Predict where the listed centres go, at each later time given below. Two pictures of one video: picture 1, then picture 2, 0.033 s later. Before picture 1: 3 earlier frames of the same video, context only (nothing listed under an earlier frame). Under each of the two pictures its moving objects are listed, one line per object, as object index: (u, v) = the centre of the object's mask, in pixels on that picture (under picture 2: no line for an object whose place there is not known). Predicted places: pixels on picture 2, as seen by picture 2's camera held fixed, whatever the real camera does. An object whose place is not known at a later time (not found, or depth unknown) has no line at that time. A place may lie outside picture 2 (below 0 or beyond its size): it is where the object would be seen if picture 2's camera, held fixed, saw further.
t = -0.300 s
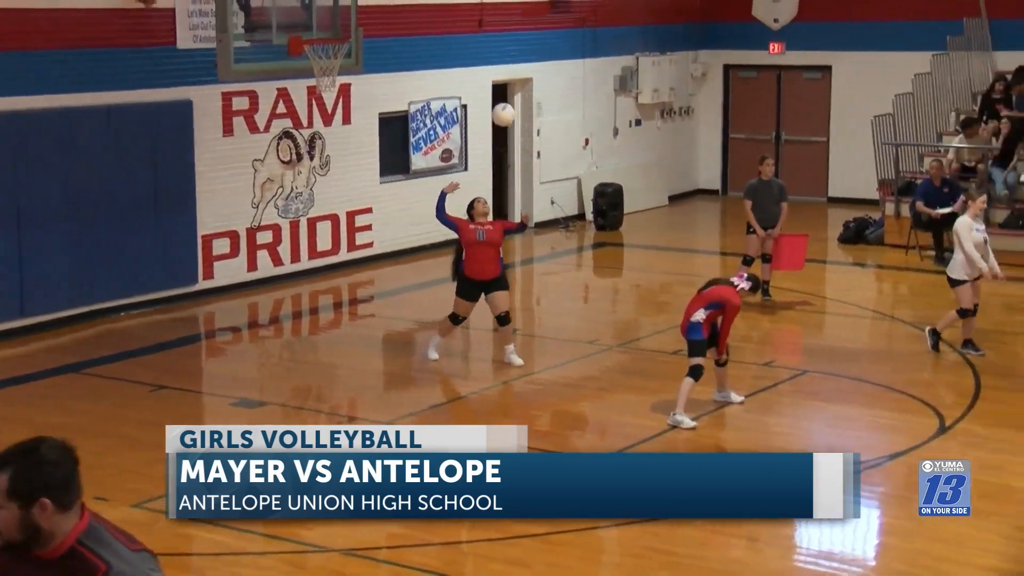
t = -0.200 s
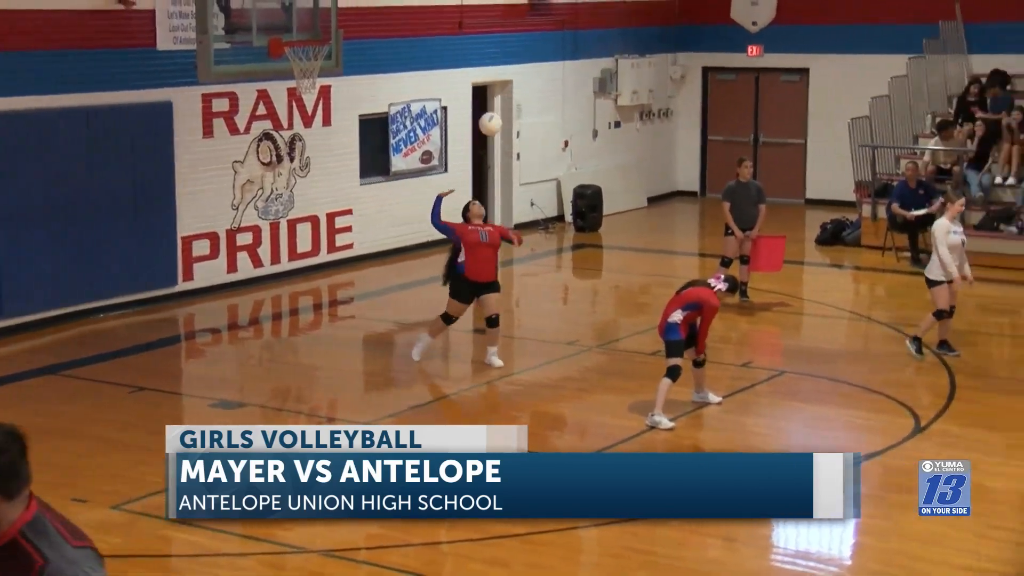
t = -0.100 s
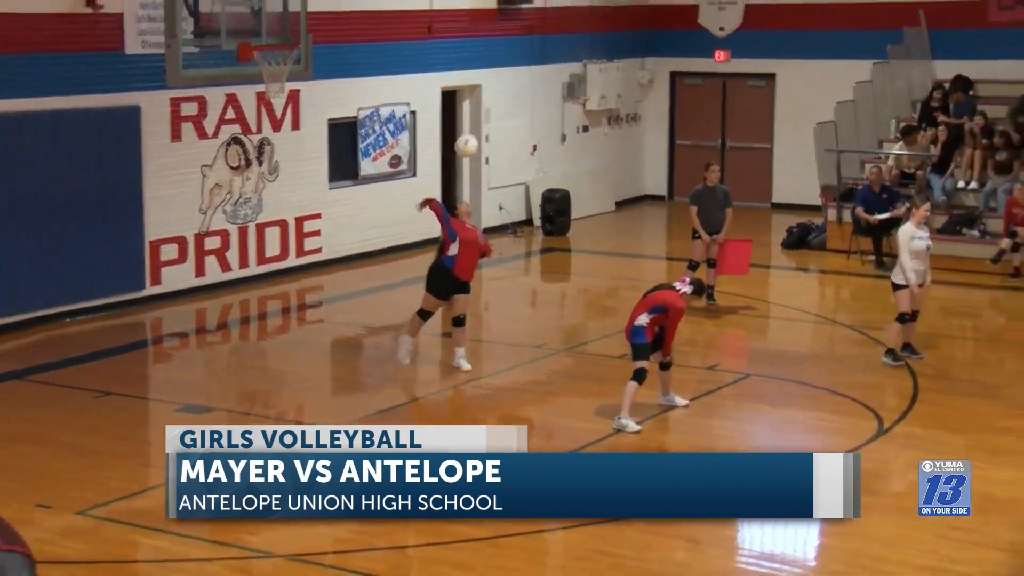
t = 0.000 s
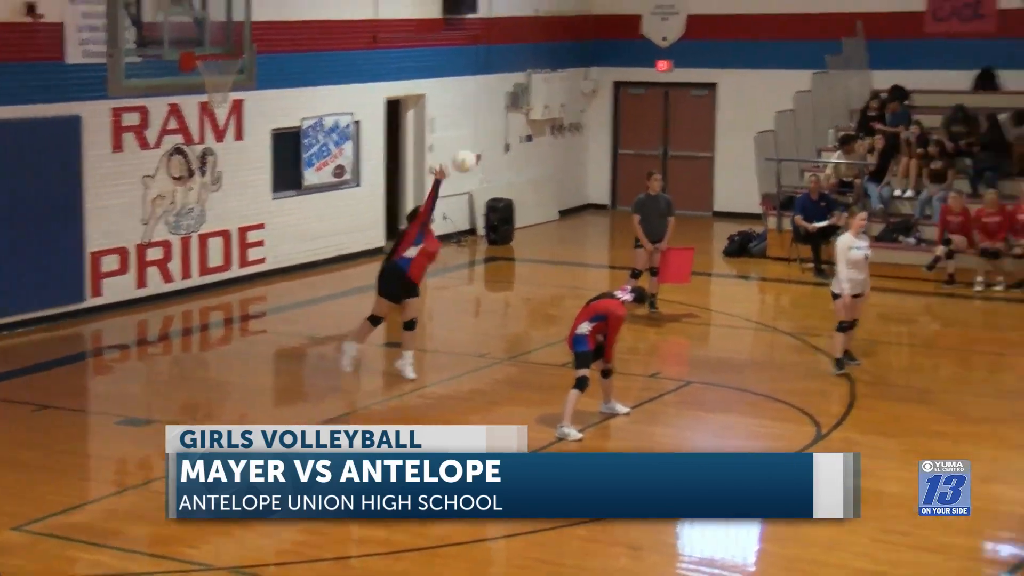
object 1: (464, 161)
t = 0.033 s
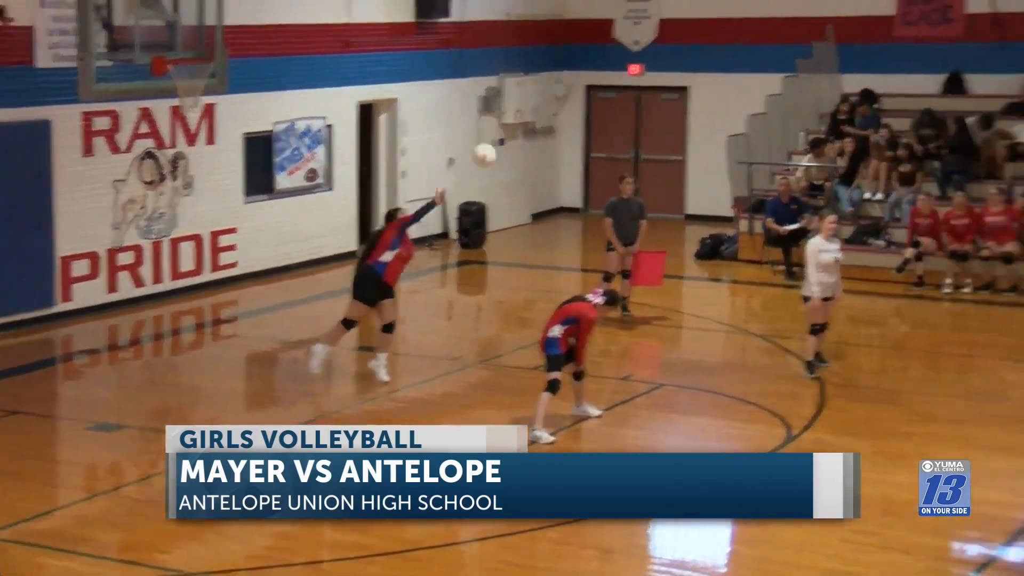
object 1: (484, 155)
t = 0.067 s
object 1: (534, 143)
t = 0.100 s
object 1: (583, 136)
